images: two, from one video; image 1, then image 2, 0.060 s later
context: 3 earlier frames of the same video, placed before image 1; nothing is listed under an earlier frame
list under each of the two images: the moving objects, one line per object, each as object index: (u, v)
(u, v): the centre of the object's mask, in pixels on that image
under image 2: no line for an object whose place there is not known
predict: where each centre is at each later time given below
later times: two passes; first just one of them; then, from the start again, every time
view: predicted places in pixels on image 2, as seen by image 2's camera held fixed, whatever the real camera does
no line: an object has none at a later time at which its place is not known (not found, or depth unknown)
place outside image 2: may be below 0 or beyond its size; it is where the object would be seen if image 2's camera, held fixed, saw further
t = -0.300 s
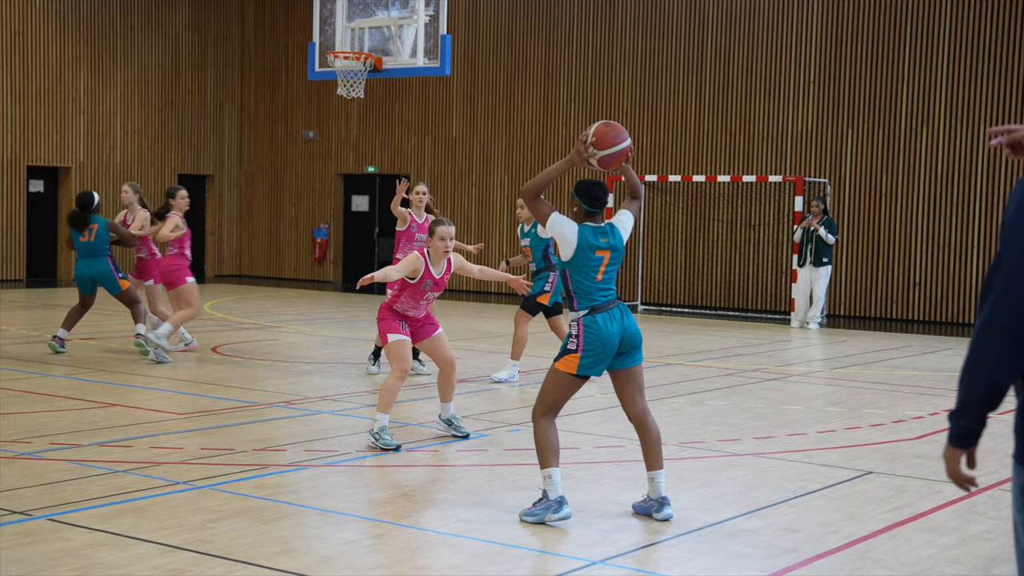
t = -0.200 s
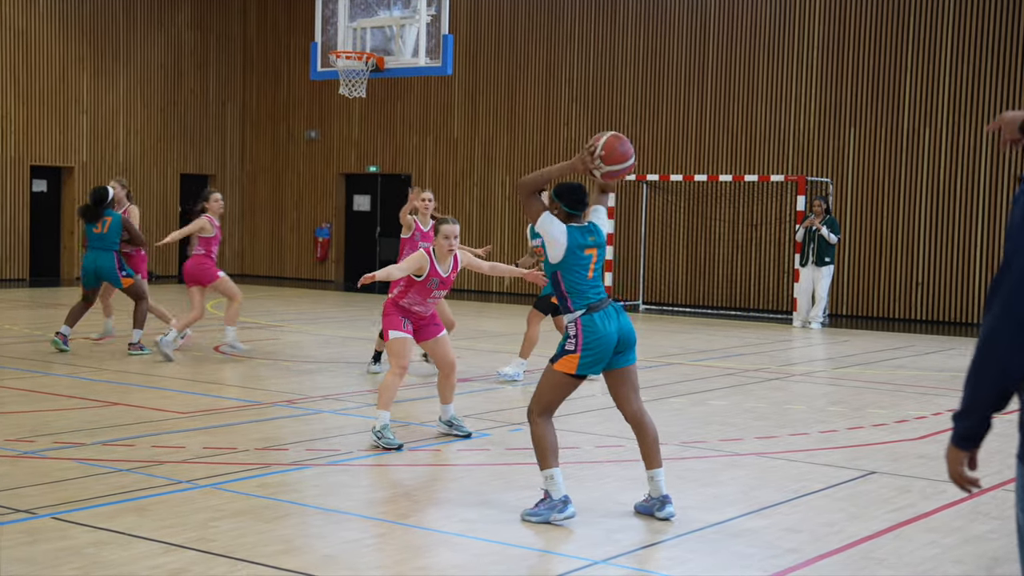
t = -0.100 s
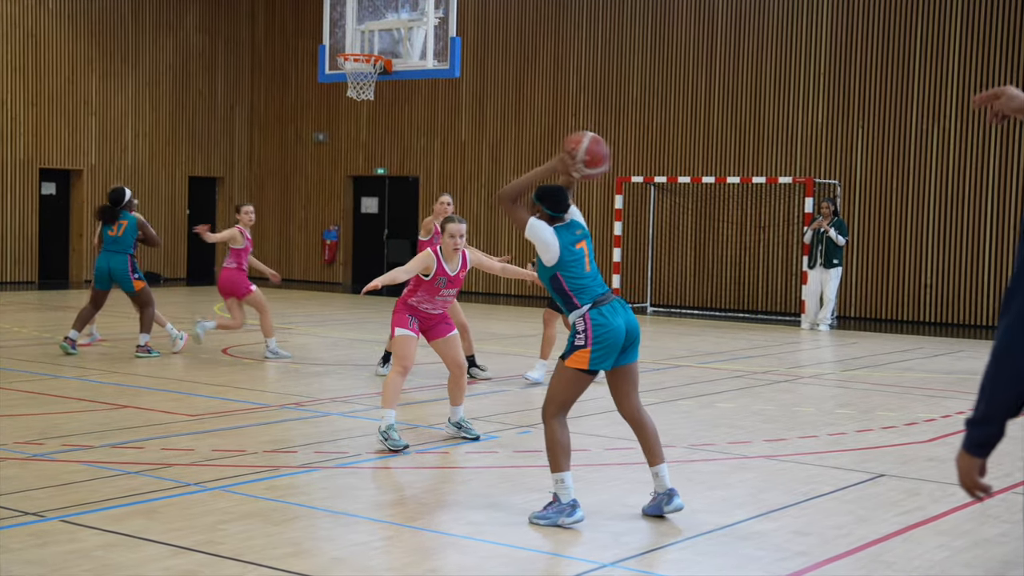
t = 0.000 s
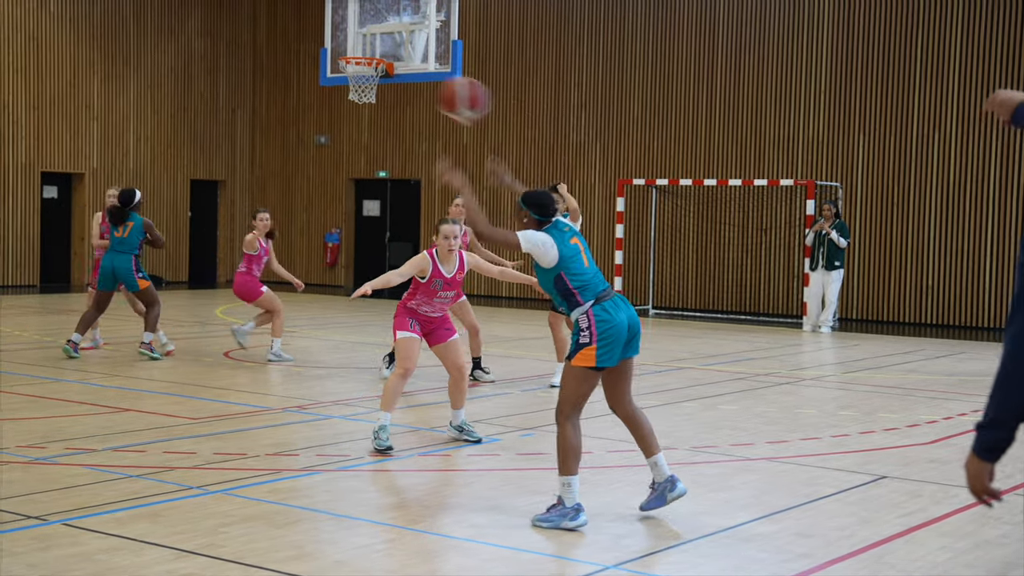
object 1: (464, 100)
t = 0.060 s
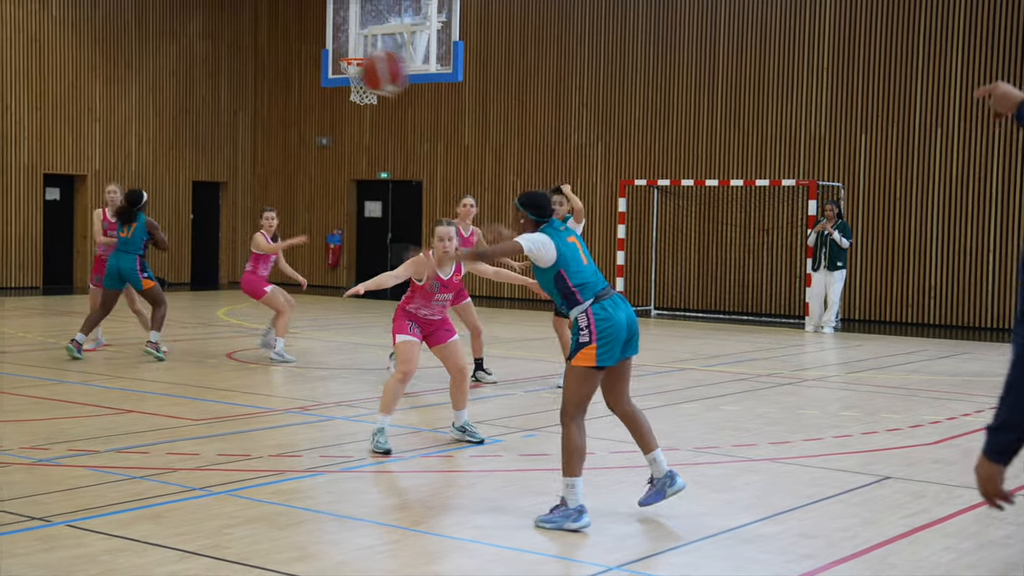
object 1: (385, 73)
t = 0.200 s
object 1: (207, 36)
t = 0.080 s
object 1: (356, 64)
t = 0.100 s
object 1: (328, 57)
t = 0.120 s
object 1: (304, 51)
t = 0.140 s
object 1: (279, 46)
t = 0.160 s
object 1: (255, 42)
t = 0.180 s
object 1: (231, 38)
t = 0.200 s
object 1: (207, 36)
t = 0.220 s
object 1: (183, 33)
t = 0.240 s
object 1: (159, 31)
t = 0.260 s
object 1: (138, 30)
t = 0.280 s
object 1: (115, 30)
